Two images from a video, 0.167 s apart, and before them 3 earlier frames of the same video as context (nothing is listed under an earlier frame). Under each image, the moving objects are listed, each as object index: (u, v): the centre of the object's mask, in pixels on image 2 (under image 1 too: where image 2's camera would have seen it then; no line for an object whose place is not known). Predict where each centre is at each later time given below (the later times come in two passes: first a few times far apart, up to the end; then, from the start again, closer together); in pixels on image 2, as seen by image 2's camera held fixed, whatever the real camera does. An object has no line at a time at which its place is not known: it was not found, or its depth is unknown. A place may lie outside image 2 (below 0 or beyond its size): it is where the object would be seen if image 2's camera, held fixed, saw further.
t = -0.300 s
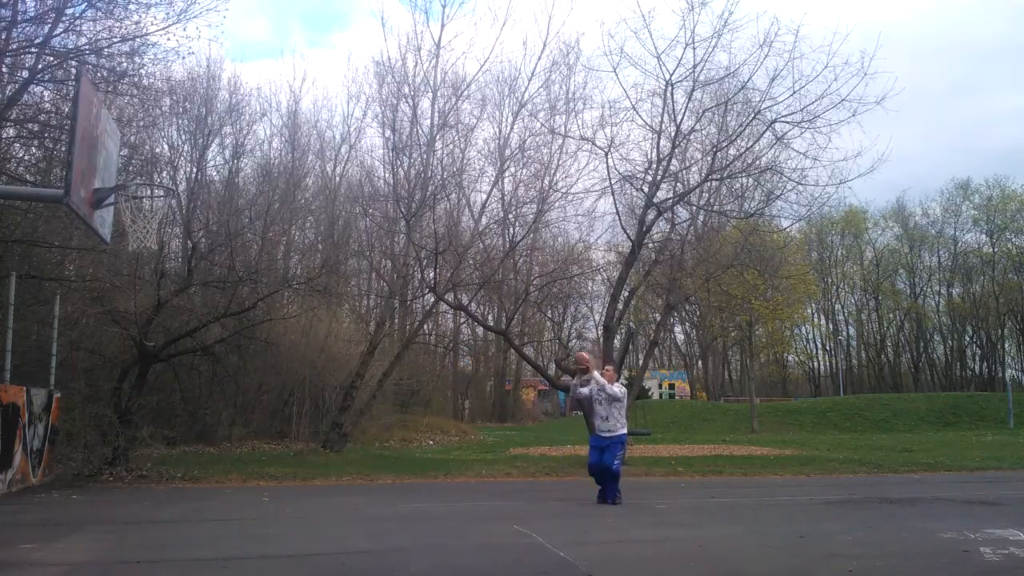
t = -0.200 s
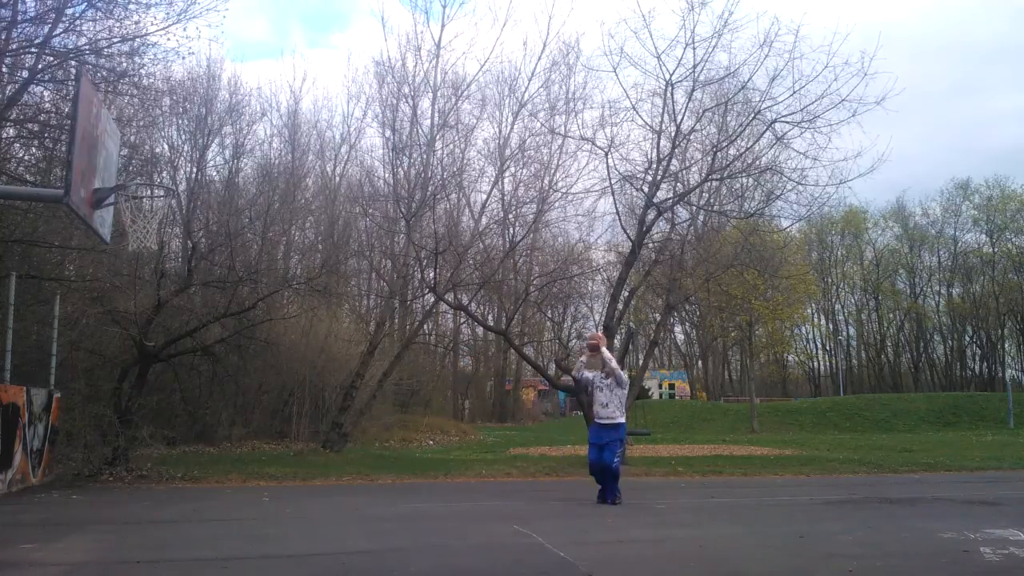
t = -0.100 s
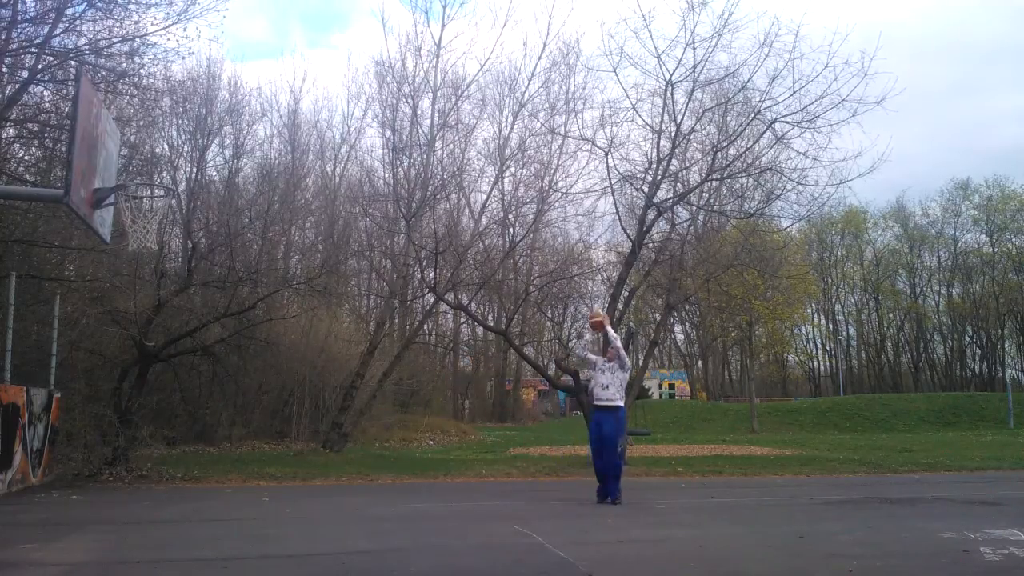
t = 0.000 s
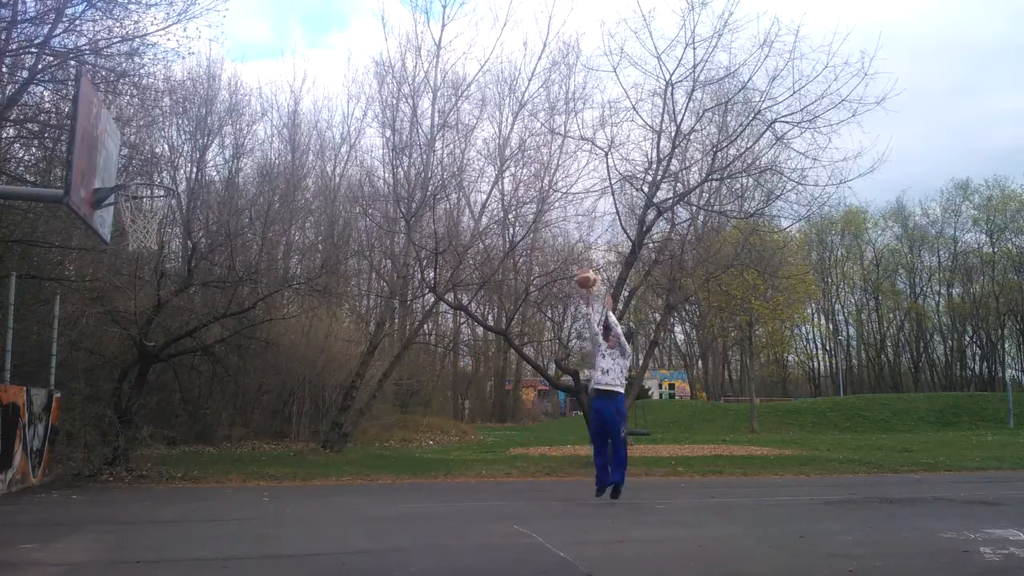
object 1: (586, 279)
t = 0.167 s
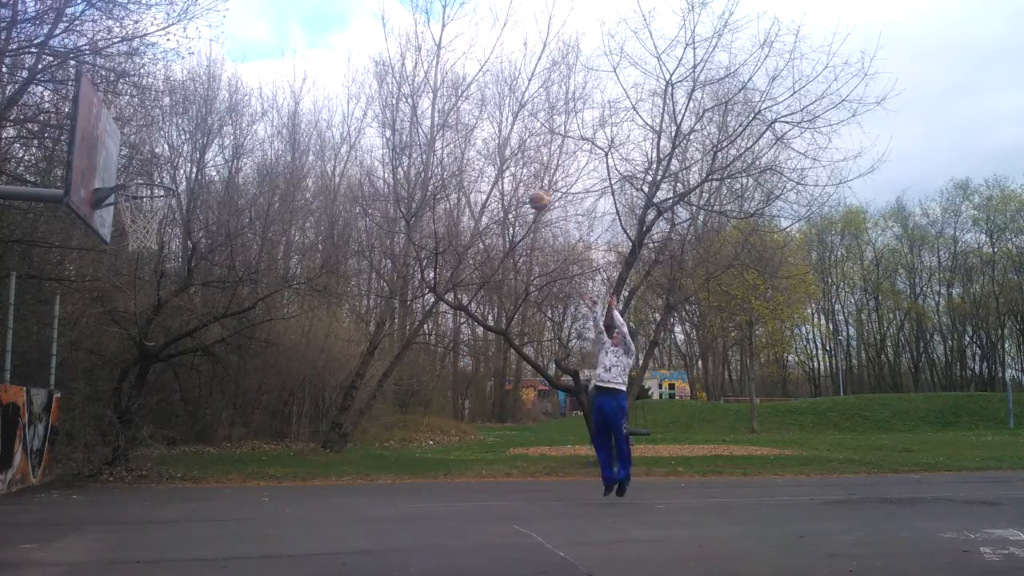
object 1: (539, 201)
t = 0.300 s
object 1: (499, 150)
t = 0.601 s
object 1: (400, 80)
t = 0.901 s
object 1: (282, 86)
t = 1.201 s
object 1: (131, 199)
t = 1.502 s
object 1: (122, 221)
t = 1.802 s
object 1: (129, 329)
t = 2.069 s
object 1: (125, 516)
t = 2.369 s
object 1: (152, 369)
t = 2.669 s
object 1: (172, 302)
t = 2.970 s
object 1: (189, 334)
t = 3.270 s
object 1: (197, 464)
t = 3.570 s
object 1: (212, 415)
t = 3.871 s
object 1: (225, 360)
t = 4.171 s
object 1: (232, 396)
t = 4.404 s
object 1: (234, 489)
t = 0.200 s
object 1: (528, 187)
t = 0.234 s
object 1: (519, 173)
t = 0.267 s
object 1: (510, 161)
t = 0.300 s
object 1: (499, 150)
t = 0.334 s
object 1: (489, 138)
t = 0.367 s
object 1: (479, 129)
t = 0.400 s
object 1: (468, 119)
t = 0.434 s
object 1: (458, 111)
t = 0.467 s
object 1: (447, 103)
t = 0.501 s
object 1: (436, 96)
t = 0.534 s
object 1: (425, 90)
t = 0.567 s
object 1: (412, 86)
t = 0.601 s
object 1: (400, 80)
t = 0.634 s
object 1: (388, 77)
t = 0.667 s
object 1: (376, 75)
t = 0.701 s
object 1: (364, 73)
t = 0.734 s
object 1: (352, 72)
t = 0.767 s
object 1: (339, 73)
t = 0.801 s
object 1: (325, 74)
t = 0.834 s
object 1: (310, 77)
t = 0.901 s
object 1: (282, 86)
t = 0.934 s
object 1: (268, 93)
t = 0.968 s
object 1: (253, 101)
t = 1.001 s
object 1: (236, 112)
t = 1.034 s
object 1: (219, 121)
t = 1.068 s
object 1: (204, 132)
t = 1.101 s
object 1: (186, 147)
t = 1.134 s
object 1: (168, 162)
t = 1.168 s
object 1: (152, 177)
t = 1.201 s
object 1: (131, 199)
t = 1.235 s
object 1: (118, 212)
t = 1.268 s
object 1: (117, 213)
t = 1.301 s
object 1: (116, 212)
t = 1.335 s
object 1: (116, 210)
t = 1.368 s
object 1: (116, 209)
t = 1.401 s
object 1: (119, 208)
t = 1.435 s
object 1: (120, 210)
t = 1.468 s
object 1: (121, 215)
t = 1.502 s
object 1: (122, 221)
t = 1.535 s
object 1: (126, 225)
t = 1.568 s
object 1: (127, 231)
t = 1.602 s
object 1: (131, 230)
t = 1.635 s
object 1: (127, 255)
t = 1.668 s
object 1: (128, 267)
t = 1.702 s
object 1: (128, 282)
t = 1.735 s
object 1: (128, 295)
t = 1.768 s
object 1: (128, 310)
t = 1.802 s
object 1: (129, 329)
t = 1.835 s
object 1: (128, 345)
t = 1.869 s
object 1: (128, 366)
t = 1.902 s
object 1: (129, 385)
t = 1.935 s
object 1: (128, 409)
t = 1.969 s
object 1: (128, 433)
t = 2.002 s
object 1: (127, 459)
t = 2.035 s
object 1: (126, 487)
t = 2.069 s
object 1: (125, 516)
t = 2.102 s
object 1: (127, 516)
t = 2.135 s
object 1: (130, 493)
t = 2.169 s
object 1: (135, 471)
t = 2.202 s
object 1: (138, 449)
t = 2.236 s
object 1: (141, 432)
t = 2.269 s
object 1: (144, 414)
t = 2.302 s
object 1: (148, 396)
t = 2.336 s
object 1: (150, 382)
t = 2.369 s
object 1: (152, 369)
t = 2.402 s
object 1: (155, 357)
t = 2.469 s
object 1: (160, 336)
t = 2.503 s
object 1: (162, 328)
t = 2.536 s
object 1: (165, 320)
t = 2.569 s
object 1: (167, 314)
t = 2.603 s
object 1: (169, 309)
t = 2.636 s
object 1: (172, 305)
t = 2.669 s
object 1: (172, 302)
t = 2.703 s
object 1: (173, 300)
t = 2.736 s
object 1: (174, 300)
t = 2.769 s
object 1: (177, 300)
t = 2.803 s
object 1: (180, 303)
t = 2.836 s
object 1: (182, 306)
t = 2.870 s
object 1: (184, 312)
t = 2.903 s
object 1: (186, 319)
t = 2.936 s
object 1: (186, 325)
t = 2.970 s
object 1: (189, 334)
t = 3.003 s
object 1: (190, 344)
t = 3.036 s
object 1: (191, 354)
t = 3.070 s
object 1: (192, 367)
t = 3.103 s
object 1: (193, 380)
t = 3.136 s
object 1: (194, 394)
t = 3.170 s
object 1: (195, 409)
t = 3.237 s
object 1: (197, 444)
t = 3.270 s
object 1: (197, 464)
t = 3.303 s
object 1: (197, 487)
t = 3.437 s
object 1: (204, 472)
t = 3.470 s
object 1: (207, 456)
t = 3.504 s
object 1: (208, 442)
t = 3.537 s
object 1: (210, 427)
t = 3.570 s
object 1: (212, 415)
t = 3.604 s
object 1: (214, 403)
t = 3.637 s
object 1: (216, 395)
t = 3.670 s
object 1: (217, 387)
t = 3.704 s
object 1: (218, 380)
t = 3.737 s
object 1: (220, 373)
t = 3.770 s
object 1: (221, 368)
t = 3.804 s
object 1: (222, 364)
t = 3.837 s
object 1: (223, 361)
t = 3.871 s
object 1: (225, 360)
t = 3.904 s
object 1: (226, 359)
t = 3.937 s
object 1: (227, 360)
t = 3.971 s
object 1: (228, 361)
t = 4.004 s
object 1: (229, 364)
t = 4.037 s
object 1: (230, 368)
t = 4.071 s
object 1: (230, 372)
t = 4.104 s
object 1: (231, 379)
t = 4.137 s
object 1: (232, 386)
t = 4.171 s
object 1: (232, 396)
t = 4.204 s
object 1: (233, 405)
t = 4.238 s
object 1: (234, 417)
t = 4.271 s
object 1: (234, 429)
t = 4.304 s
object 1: (234, 442)
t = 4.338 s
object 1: (235, 456)
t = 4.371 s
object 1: (234, 473)
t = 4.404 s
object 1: (234, 489)
